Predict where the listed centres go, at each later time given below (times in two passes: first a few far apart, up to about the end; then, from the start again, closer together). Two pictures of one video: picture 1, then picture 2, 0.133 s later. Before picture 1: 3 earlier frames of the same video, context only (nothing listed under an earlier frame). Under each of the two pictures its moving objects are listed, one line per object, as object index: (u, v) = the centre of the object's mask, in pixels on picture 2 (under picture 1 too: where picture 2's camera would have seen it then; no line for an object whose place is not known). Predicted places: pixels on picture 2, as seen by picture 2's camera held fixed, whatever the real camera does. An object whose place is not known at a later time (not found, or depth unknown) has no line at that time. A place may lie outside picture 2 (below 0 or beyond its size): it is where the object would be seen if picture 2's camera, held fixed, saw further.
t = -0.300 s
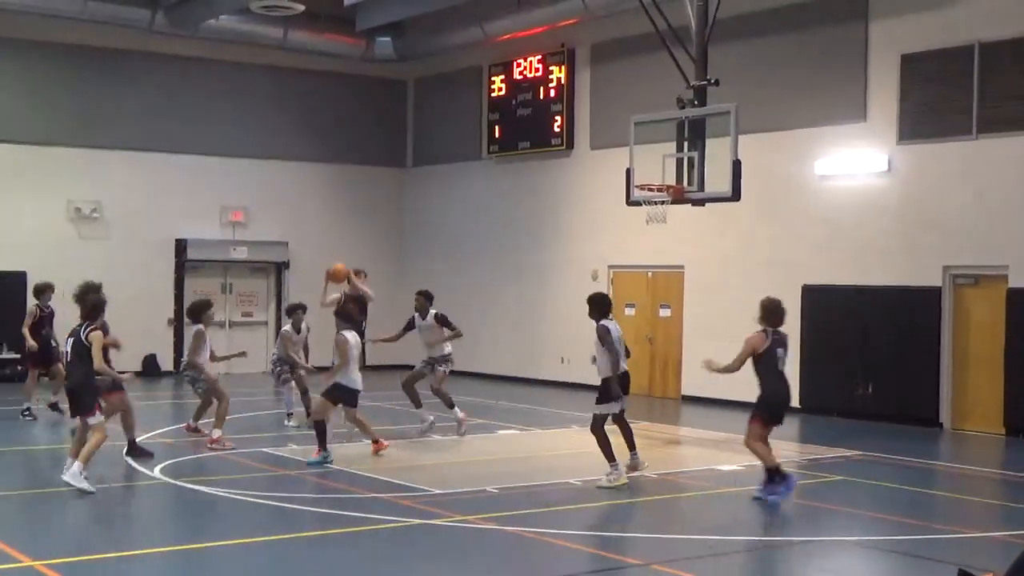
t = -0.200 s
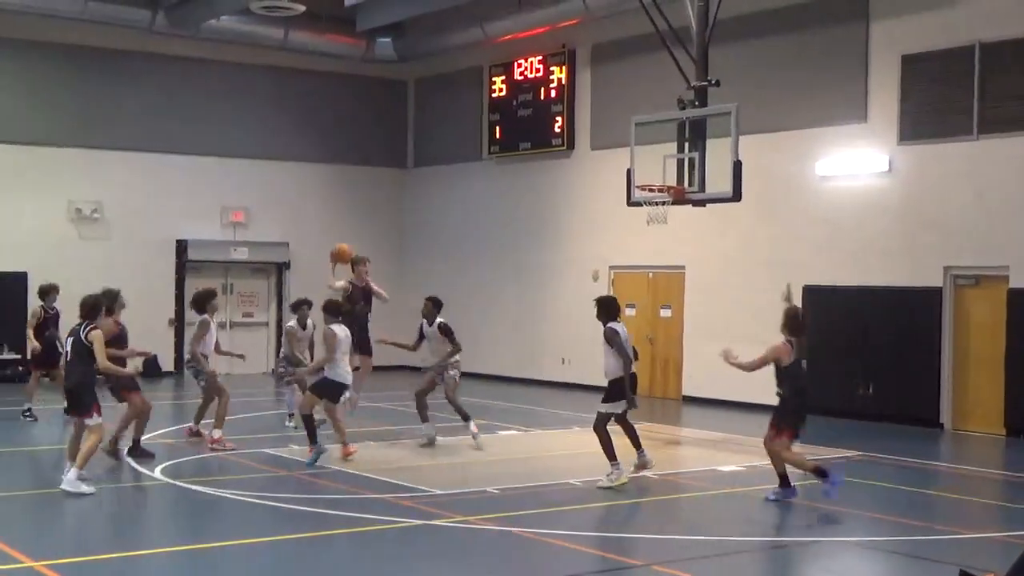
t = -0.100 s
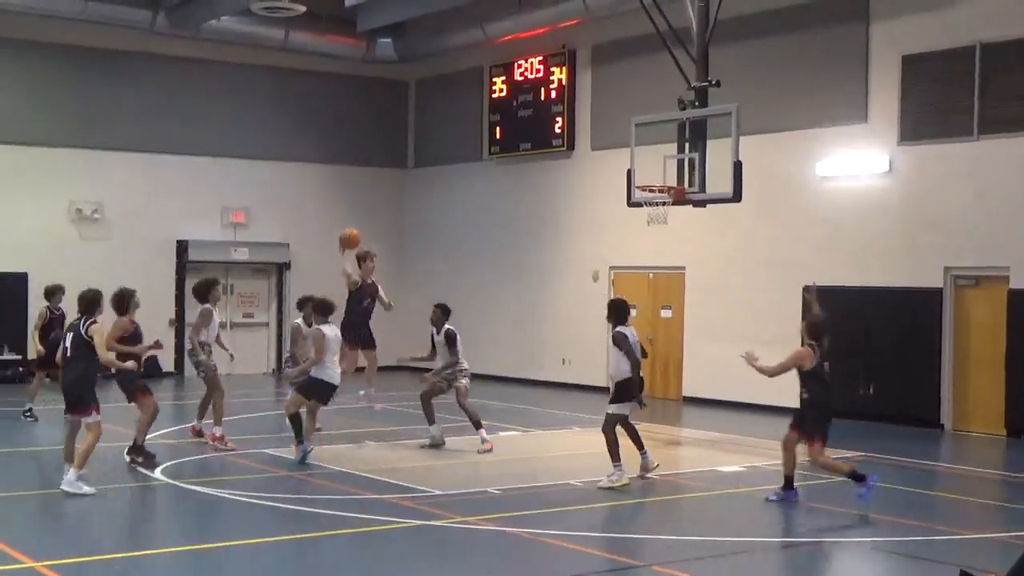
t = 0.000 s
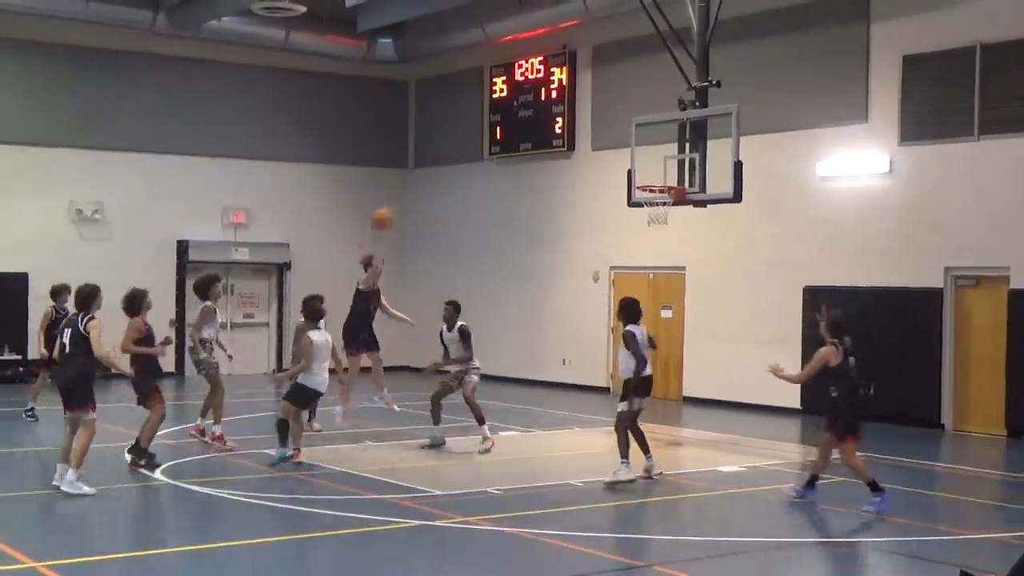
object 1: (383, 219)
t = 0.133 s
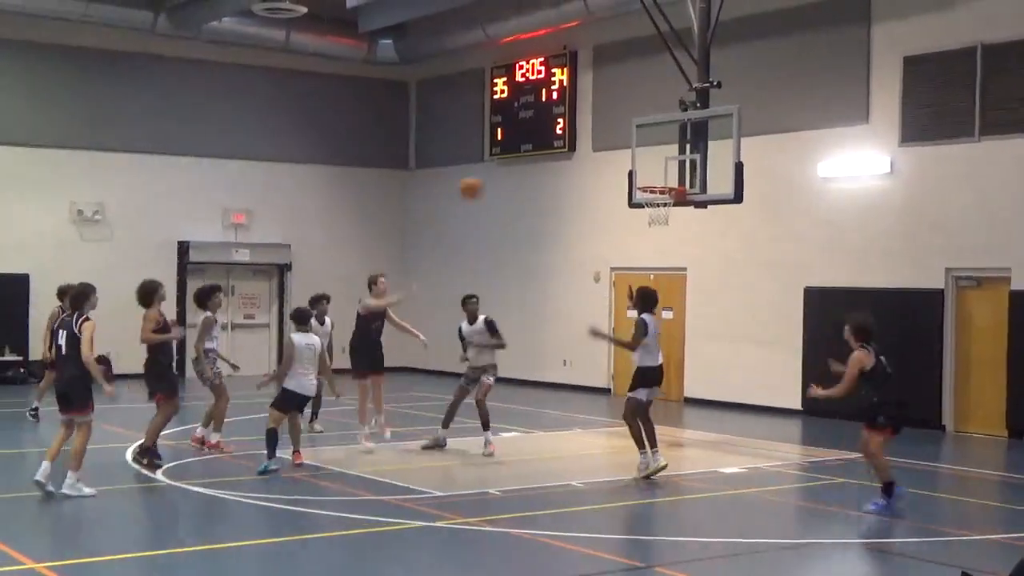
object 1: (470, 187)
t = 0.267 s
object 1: (564, 170)
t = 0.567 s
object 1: (797, 188)
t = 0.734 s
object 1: (945, 241)
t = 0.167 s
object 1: (495, 184)
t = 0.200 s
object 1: (518, 176)
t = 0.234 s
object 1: (540, 173)
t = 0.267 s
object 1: (564, 170)
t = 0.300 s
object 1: (587, 169)
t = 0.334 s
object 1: (612, 167)
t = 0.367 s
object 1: (638, 167)
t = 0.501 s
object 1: (743, 177)
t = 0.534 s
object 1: (770, 183)
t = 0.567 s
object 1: (797, 188)
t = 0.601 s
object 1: (826, 198)
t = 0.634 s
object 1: (855, 206)
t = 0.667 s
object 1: (883, 216)
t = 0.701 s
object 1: (914, 228)
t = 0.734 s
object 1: (945, 241)
